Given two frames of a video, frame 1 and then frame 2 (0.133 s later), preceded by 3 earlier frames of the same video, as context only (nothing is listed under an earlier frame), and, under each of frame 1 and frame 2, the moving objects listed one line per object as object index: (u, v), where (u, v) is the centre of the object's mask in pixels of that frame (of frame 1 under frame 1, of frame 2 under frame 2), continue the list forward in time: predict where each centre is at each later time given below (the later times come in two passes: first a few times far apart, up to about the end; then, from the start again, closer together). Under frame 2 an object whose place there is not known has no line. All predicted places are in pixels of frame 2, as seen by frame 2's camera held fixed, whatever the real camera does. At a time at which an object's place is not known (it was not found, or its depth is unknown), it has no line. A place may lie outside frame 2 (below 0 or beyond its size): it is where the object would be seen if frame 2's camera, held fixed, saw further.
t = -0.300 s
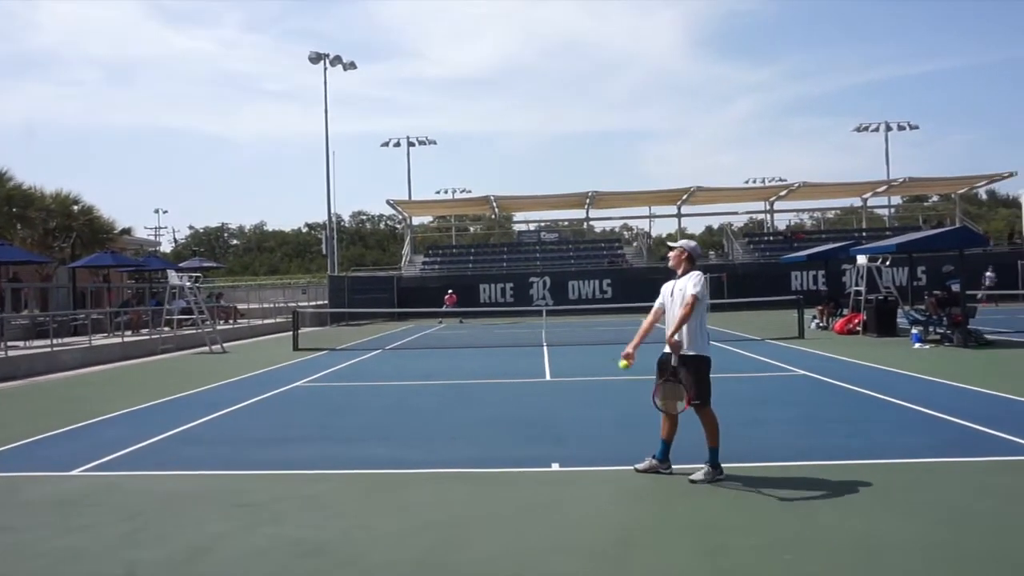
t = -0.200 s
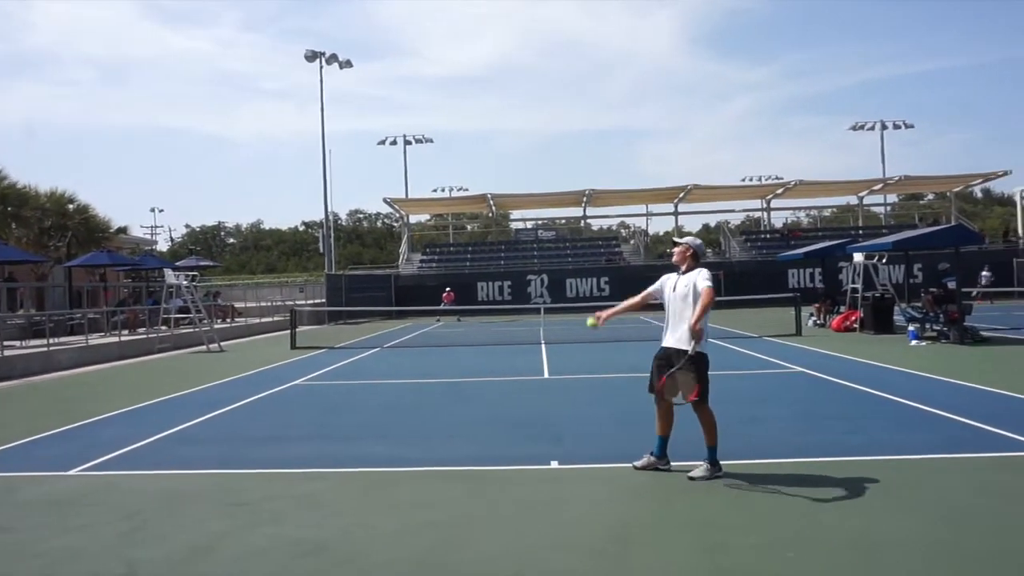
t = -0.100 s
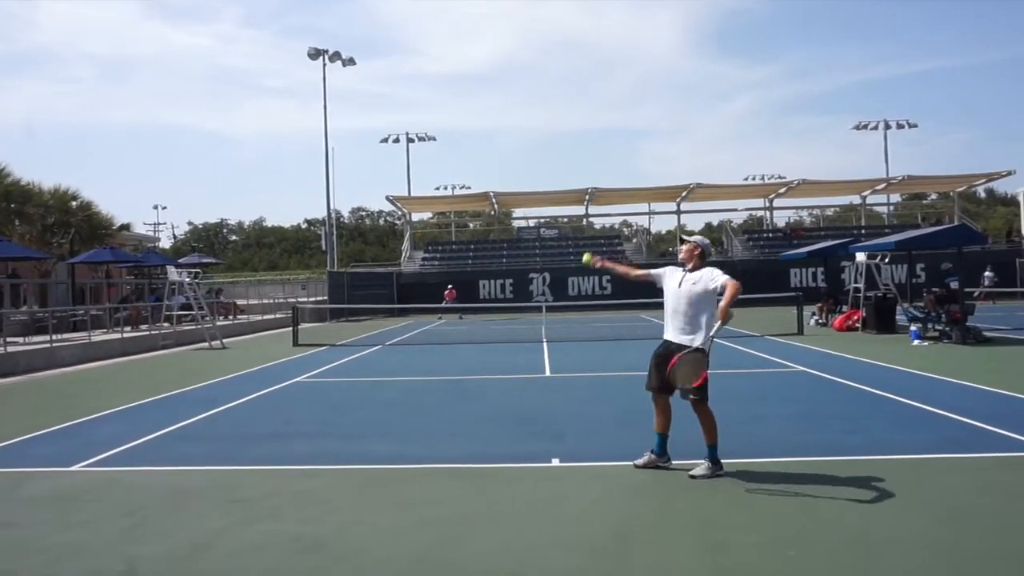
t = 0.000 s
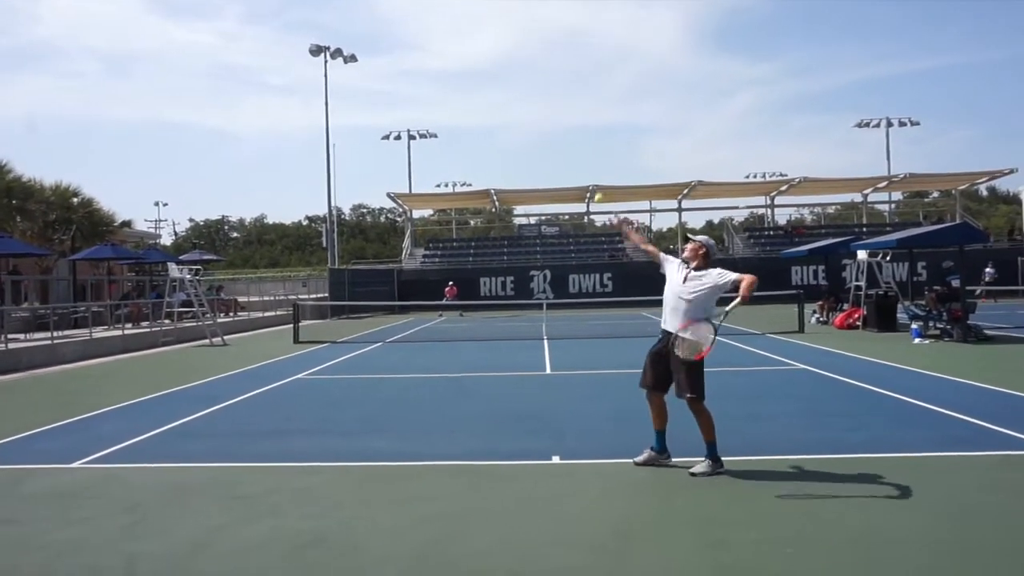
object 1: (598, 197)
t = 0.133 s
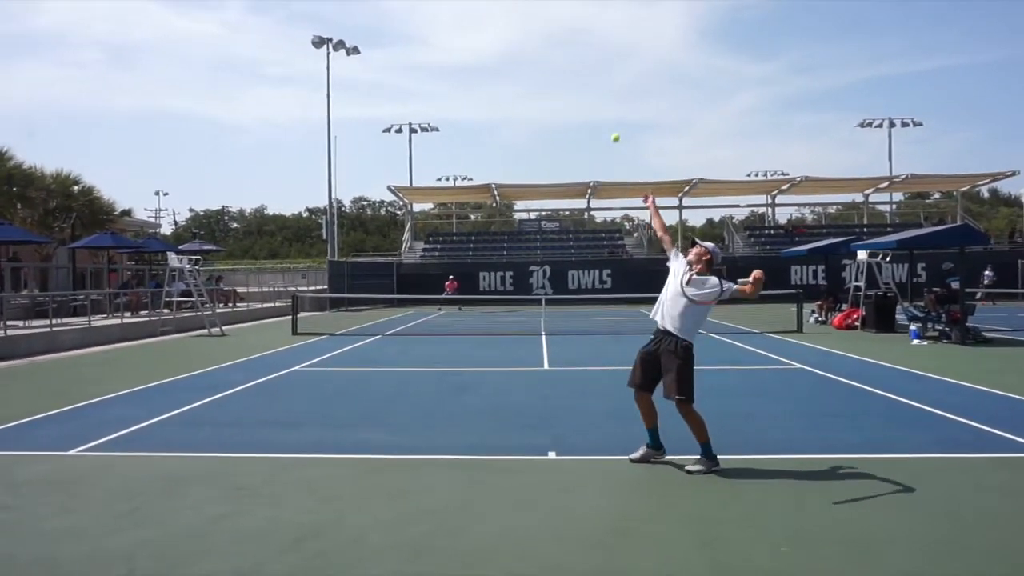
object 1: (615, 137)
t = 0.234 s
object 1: (627, 110)
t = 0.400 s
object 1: (646, 90)
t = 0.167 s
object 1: (619, 127)
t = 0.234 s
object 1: (627, 110)
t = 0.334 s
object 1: (638, 93)
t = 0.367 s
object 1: (643, 90)
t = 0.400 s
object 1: (646, 90)
